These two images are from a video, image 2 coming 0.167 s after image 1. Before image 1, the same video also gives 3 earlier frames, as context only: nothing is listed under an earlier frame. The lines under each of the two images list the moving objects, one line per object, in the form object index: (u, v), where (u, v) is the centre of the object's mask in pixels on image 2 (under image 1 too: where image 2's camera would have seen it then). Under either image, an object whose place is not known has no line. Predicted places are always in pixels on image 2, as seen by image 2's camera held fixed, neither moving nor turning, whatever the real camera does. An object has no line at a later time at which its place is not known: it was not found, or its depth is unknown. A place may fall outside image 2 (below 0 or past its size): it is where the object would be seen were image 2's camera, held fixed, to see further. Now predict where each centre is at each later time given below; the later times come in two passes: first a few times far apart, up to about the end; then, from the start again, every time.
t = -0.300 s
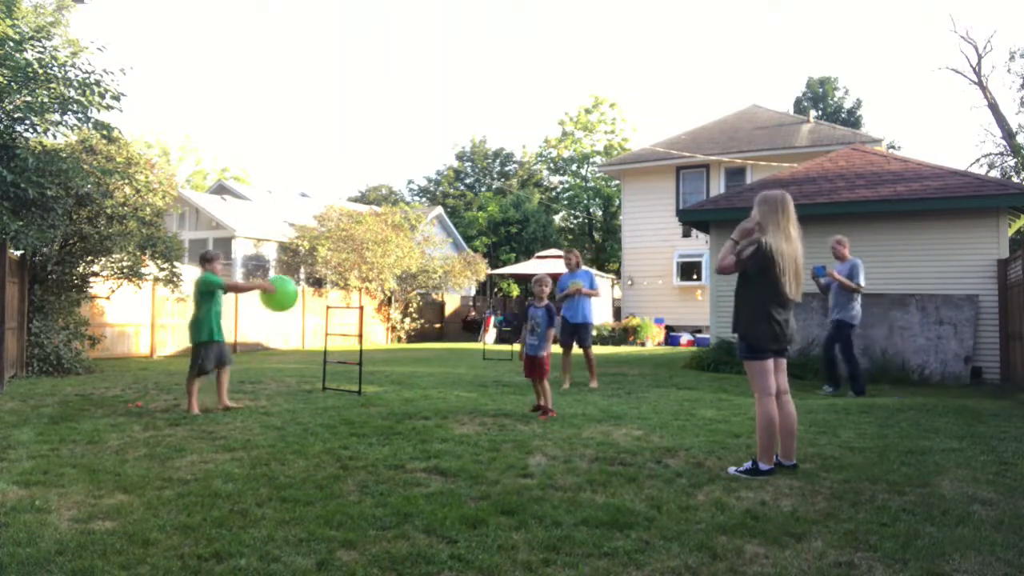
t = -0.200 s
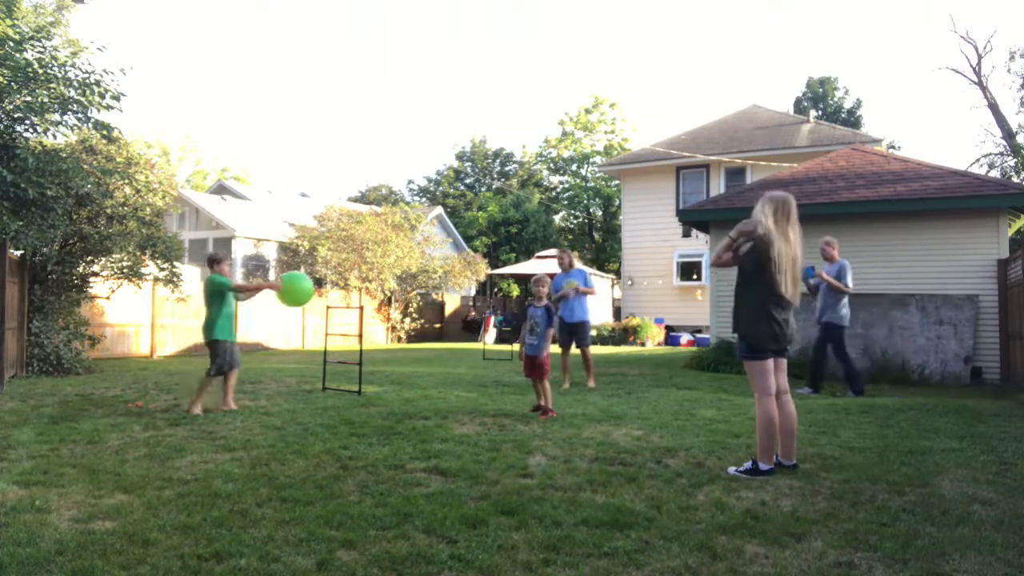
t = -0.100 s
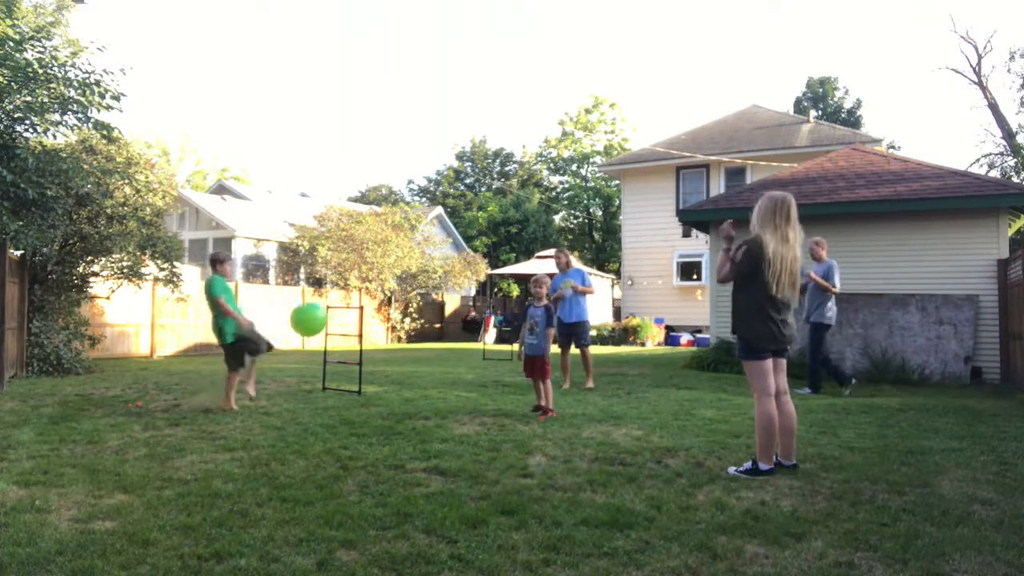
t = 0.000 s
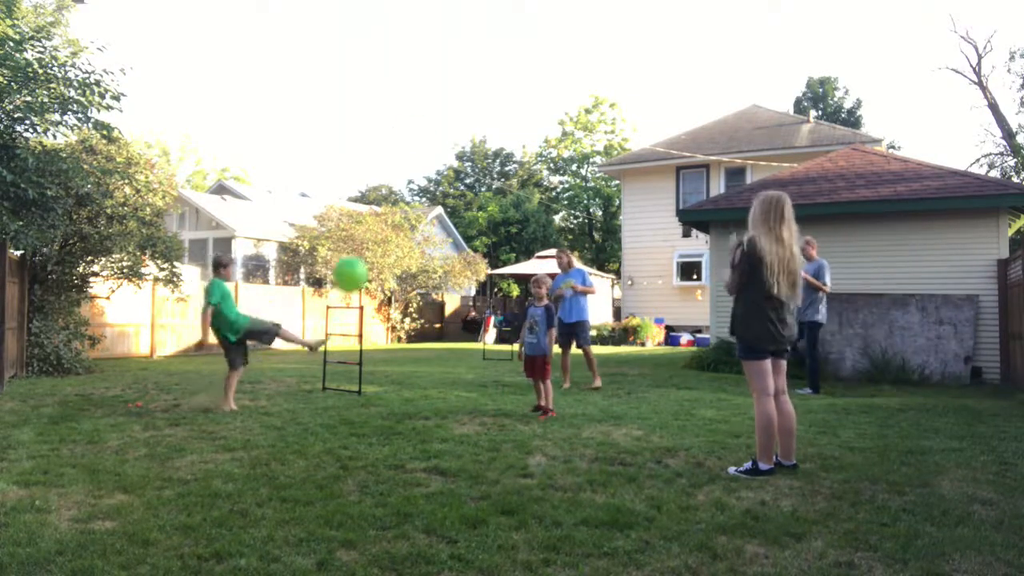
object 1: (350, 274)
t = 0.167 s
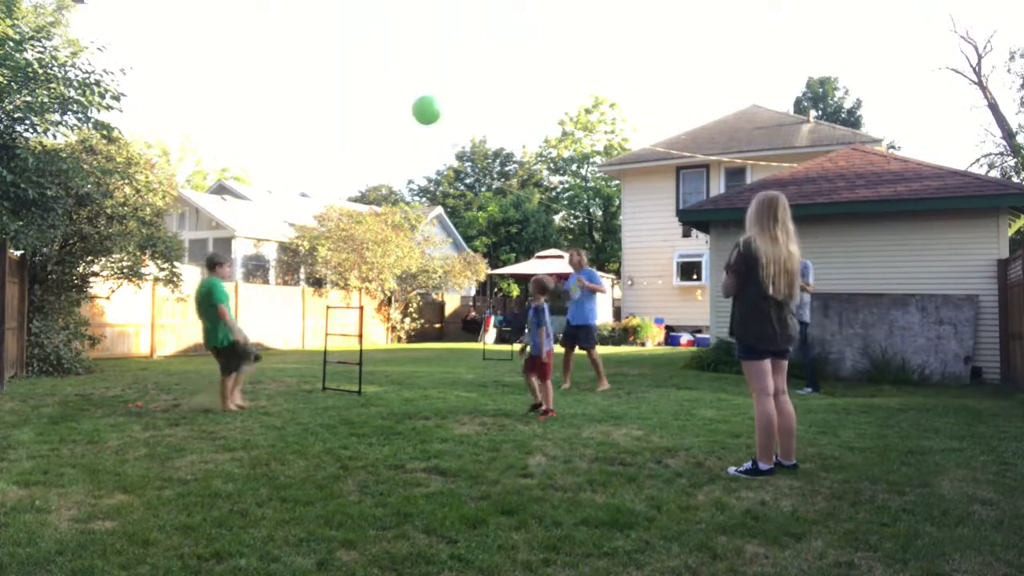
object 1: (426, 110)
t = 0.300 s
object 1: (454, 75)
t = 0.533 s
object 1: (496, 129)
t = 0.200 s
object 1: (434, 95)
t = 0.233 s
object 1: (443, 85)
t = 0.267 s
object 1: (450, 77)
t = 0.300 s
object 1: (454, 75)
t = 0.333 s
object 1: (461, 74)
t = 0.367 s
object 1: (467, 76)
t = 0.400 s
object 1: (473, 80)
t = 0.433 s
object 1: (479, 88)
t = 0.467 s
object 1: (485, 99)
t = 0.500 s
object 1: (490, 113)
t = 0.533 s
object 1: (496, 129)
